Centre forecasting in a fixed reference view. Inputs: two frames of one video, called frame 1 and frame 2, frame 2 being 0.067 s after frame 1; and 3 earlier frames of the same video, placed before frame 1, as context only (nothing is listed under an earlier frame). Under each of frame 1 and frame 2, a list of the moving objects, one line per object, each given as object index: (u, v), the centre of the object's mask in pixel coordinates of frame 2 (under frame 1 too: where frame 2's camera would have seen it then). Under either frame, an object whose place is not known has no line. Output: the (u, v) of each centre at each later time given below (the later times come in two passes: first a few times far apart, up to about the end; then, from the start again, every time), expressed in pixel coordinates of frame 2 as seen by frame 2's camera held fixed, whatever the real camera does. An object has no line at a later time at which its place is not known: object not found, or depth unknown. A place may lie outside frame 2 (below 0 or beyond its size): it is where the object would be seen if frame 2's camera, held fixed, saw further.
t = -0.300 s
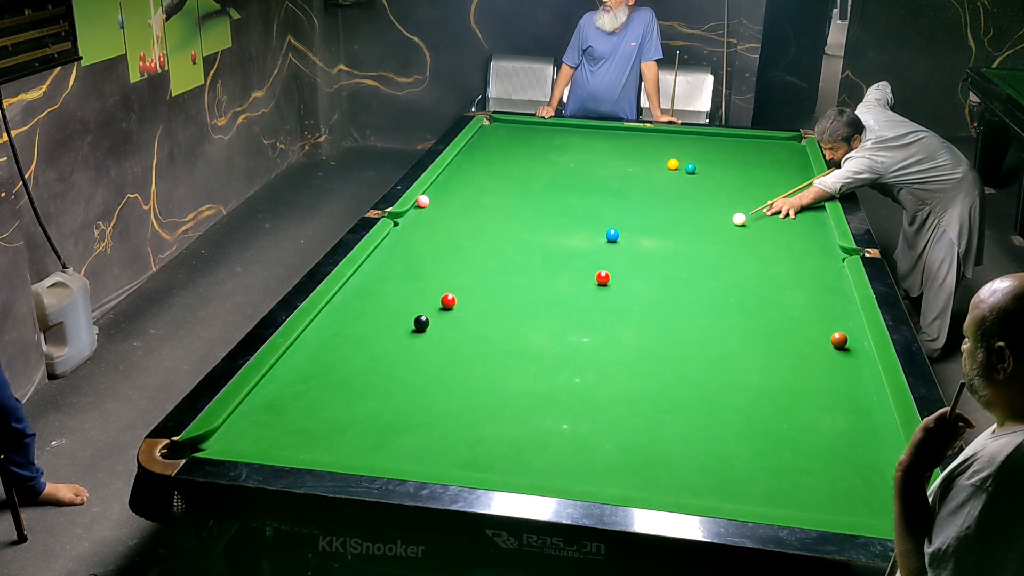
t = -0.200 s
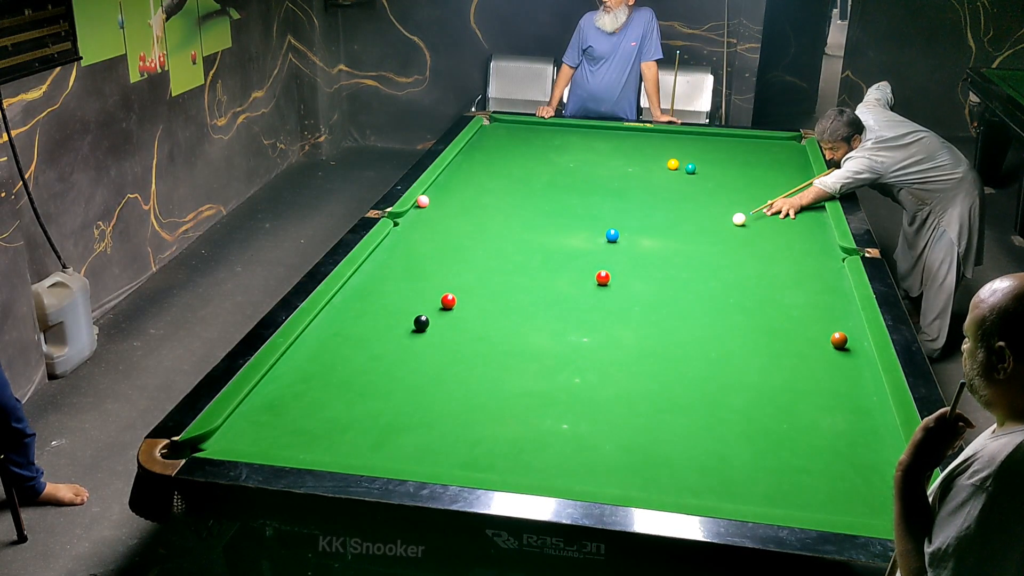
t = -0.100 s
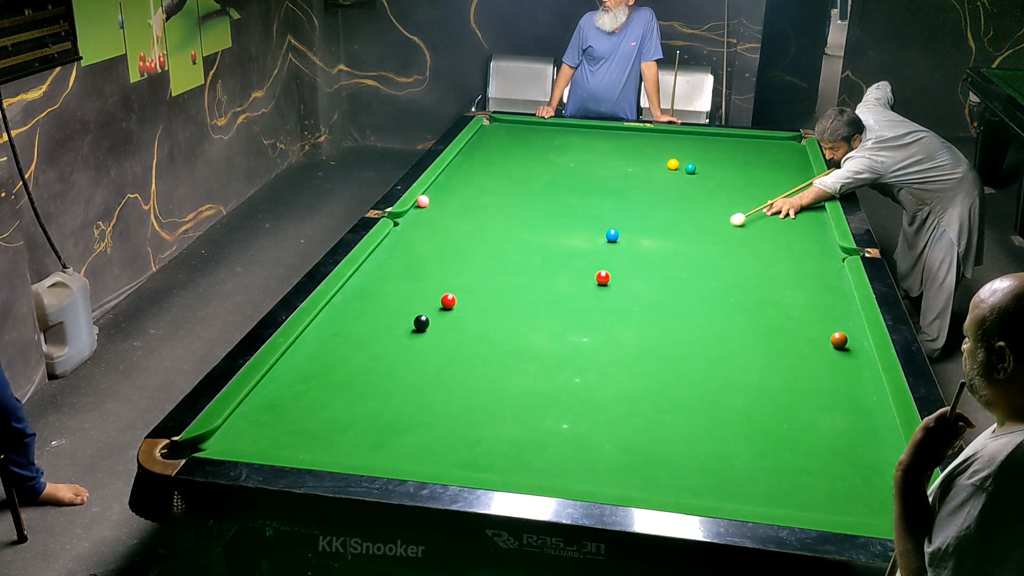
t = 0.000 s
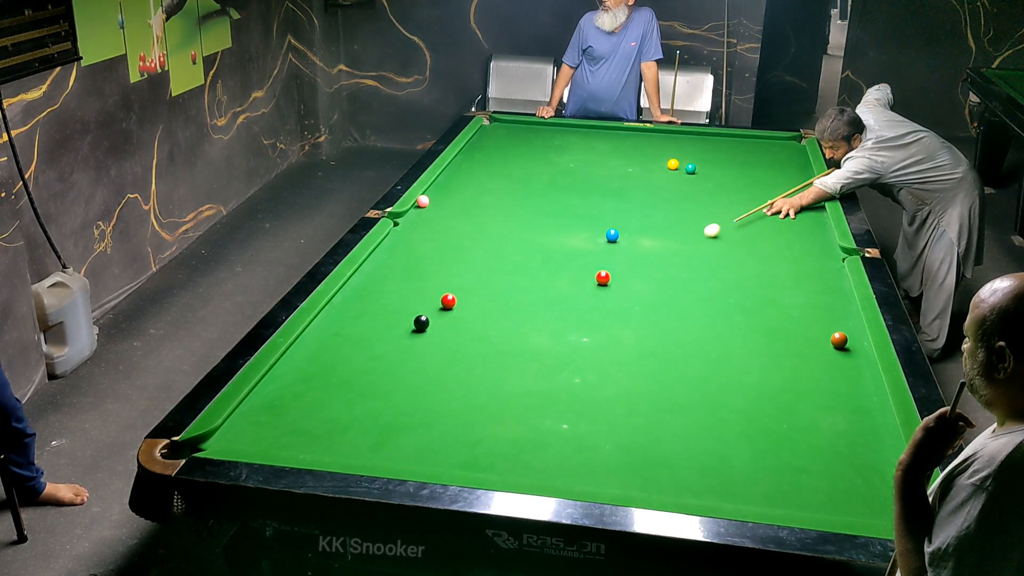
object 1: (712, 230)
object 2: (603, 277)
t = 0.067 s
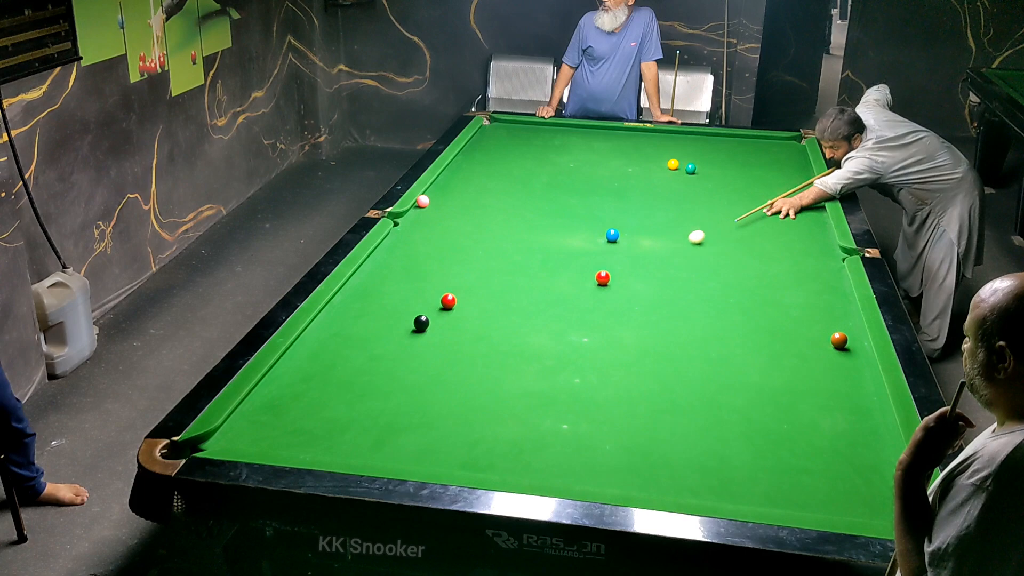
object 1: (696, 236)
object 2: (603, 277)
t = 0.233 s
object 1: (658, 253)
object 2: (603, 277)
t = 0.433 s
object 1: (612, 273)
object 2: (599, 278)
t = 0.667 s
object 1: (598, 279)
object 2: (553, 299)
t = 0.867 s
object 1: (585, 284)
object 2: (514, 315)
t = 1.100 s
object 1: (570, 290)
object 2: (467, 336)
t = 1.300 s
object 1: (558, 296)
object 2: (424, 354)
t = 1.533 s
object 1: (545, 301)
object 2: (370, 378)
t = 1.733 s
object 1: (534, 306)
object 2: (321, 399)
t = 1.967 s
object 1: (522, 311)
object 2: (260, 427)
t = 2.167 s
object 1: (513, 315)
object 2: (206, 445)
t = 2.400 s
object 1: (504, 319)
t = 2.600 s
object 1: (497, 322)
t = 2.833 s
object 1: (490, 325)
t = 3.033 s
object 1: (485, 327)
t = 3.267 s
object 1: (481, 330)
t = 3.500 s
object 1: (479, 331)
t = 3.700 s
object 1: (478, 332)
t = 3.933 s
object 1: (478, 332)
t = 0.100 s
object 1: (689, 240)
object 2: (603, 277)
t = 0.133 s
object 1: (682, 243)
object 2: (603, 277)
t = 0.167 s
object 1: (674, 246)
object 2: (603, 277)
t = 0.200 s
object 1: (666, 250)
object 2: (603, 277)
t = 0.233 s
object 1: (658, 253)
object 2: (603, 277)
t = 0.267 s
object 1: (650, 256)
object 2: (603, 277)
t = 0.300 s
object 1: (642, 260)
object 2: (603, 277)
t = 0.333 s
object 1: (634, 263)
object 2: (603, 277)
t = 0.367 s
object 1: (626, 267)
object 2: (603, 277)
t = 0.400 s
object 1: (618, 270)
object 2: (603, 277)
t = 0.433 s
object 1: (612, 273)
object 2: (599, 278)
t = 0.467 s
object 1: (611, 274)
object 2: (592, 282)
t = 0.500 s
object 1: (610, 274)
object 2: (585, 284)
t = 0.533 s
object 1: (607, 275)
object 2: (577, 288)
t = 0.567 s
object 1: (605, 276)
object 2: (571, 290)
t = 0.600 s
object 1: (603, 277)
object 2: (565, 293)
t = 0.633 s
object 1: (601, 278)
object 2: (558, 296)
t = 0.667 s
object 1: (598, 279)
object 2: (553, 299)
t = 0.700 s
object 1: (596, 280)
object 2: (546, 301)
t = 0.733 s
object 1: (594, 281)
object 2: (540, 304)
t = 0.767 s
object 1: (592, 281)
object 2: (534, 307)
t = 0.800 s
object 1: (589, 282)
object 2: (527, 309)
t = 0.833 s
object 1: (587, 283)
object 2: (520, 313)
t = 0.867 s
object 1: (585, 284)
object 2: (514, 315)
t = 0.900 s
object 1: (583, 285)
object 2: (507, 318)
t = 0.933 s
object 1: (581, 286)
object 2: (501, 321)
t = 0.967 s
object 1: (579, 287)
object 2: (494, 324)
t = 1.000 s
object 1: (576, 288)
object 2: (487, 327)
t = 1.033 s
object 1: (574, 289)
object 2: (481, 329)
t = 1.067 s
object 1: (572, 290)
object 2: (473, 333)
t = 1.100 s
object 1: (570, 290)
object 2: (467, 336)
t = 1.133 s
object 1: (568, 291)
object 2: (460, 339)
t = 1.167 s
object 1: (566, 292)
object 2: (452, 342)
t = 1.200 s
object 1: (564, 293)
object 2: (445, 345)
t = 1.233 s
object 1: (562, 294)
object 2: (438, 348)
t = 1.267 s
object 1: (560, 295)
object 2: (430, 351)
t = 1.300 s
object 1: (558, 296)
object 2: (424, 354)
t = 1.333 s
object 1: (556, 297)
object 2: (416, 358)
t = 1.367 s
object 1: (554, 297)
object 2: (408, 361)
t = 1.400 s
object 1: (552, 298)
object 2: (401, 364)
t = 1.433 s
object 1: (550, 299)
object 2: (393, 368)
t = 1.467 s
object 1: (548, 300)
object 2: (385, 371)
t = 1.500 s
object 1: (547, 301)
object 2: (378, 374)
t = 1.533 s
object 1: (545, 301)
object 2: (370, 378)
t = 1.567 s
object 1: (543, 302)
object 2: (362, 382)
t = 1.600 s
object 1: (541, 303)
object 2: (354, 385)
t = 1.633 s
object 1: (539, 303)
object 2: (346, 389)
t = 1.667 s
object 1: (537, 304)
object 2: (338, 392)
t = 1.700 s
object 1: (536, 305)
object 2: (329, 396)
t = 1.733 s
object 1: (534, 306)
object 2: (321, 399)
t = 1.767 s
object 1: (532, 306)
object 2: (313, 403)
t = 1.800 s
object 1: (530, 307)
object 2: (304, 407)
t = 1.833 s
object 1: (529, 308)
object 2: (296, 411)
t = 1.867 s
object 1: (527, 308)
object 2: (287, 415)
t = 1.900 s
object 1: (525, 309)
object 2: (278, 419)
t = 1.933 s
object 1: (524, 310)
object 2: (269, 423)
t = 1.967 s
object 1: (522, 311)
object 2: (260, 427)
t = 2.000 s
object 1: (521, 311)
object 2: (251, 431)
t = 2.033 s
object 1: (519, 312)
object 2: (242, 435)
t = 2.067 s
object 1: (518, 313)
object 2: (233, 438)
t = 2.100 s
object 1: (516, 313)
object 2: (224, 440)
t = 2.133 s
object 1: (515, 314)
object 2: (214, 443)
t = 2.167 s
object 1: (513, 315)
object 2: (206, 445)
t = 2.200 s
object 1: (512, 315)
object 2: (197, 449)
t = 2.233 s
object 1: (511, 316)
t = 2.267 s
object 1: (509, 317)
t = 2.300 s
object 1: (508, 317)
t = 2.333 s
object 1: (507, 318)
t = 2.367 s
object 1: (505, 318)
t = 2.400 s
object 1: (504, 319)
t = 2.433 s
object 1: (503, 320)
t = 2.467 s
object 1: (502, 320)
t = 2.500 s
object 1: (500, 321)
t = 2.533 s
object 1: (499, 321)
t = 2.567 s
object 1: (498, 322)
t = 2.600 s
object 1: (497, 322)
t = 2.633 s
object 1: (496, 322)
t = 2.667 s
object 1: (495, 323)
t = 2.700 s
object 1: (494, 323)
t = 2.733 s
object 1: (493, 324)
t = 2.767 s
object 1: (492, 324)
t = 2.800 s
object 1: (491, 325)
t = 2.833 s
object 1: (490, 325)
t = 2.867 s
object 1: (489, 326)
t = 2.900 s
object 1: (488, 326)
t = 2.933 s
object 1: (487, 326)
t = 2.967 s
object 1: (487, 327)
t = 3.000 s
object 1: (486, 327)
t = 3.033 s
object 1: (485, 327)
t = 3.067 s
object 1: (485, 328)
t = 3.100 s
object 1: (484, 328)
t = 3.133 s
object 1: (483, 329)
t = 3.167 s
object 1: (483, 329)
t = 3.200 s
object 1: (482, 329)
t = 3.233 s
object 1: (482, 330)
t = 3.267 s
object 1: (481, 330)
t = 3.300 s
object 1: (481, 330)
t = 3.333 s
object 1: (480, 330)
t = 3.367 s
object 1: (480, 331)
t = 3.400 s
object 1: (480, 330)
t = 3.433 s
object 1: (479, 331)
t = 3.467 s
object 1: (479, 331)
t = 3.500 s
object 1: (479, 331)
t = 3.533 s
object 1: (479, 331)
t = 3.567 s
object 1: (478, 332)
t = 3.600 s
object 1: (478, 332)
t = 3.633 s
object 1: (478, 332)
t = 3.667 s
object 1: (478, 332)
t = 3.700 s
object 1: (478, 332)
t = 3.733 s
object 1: (478, 332)
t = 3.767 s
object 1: (478, 332)
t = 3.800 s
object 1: (478, 332)
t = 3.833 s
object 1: (478, 332)
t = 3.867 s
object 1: (478, 332)
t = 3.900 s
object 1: (478, 332)
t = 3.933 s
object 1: (478, 332)
